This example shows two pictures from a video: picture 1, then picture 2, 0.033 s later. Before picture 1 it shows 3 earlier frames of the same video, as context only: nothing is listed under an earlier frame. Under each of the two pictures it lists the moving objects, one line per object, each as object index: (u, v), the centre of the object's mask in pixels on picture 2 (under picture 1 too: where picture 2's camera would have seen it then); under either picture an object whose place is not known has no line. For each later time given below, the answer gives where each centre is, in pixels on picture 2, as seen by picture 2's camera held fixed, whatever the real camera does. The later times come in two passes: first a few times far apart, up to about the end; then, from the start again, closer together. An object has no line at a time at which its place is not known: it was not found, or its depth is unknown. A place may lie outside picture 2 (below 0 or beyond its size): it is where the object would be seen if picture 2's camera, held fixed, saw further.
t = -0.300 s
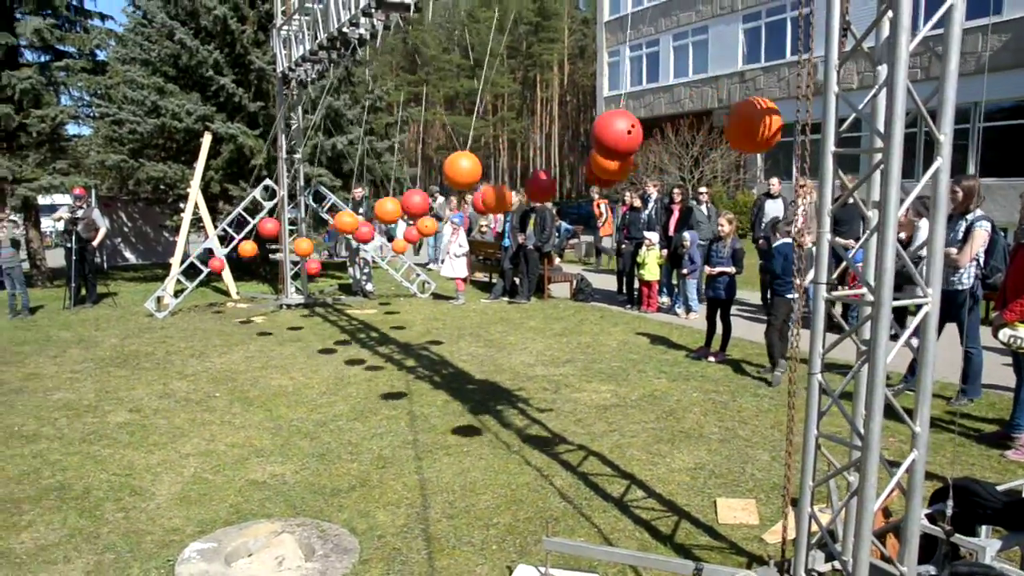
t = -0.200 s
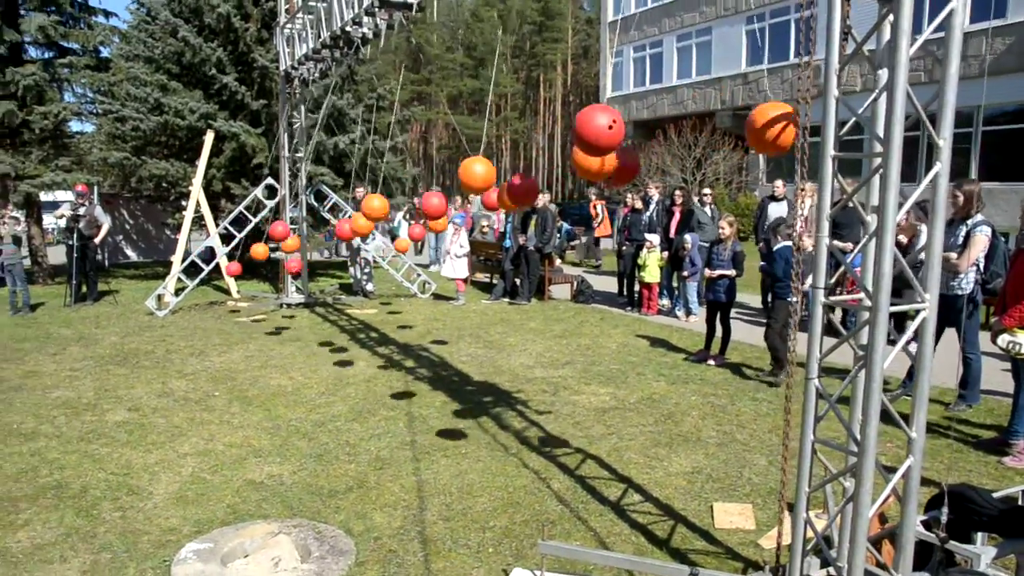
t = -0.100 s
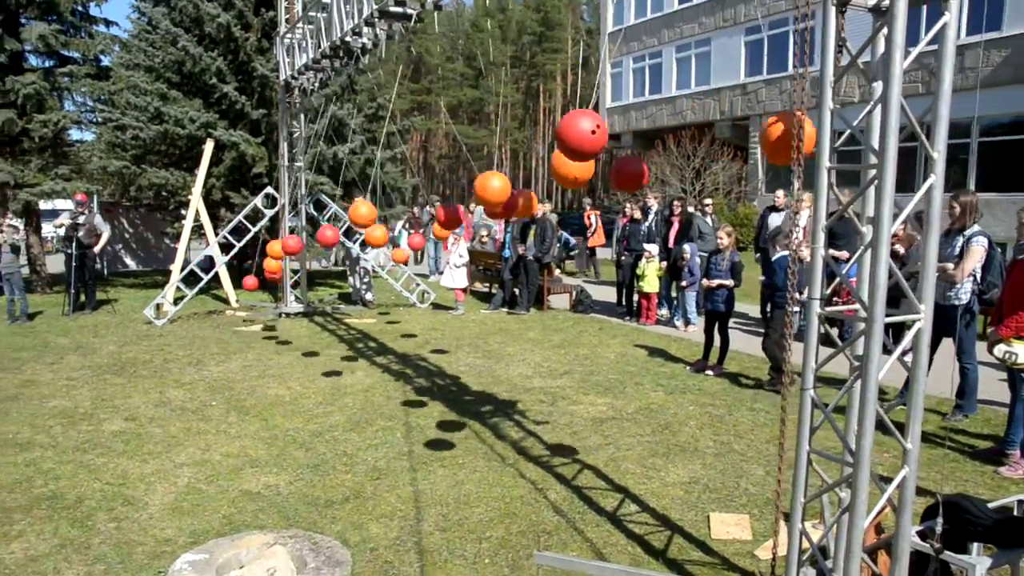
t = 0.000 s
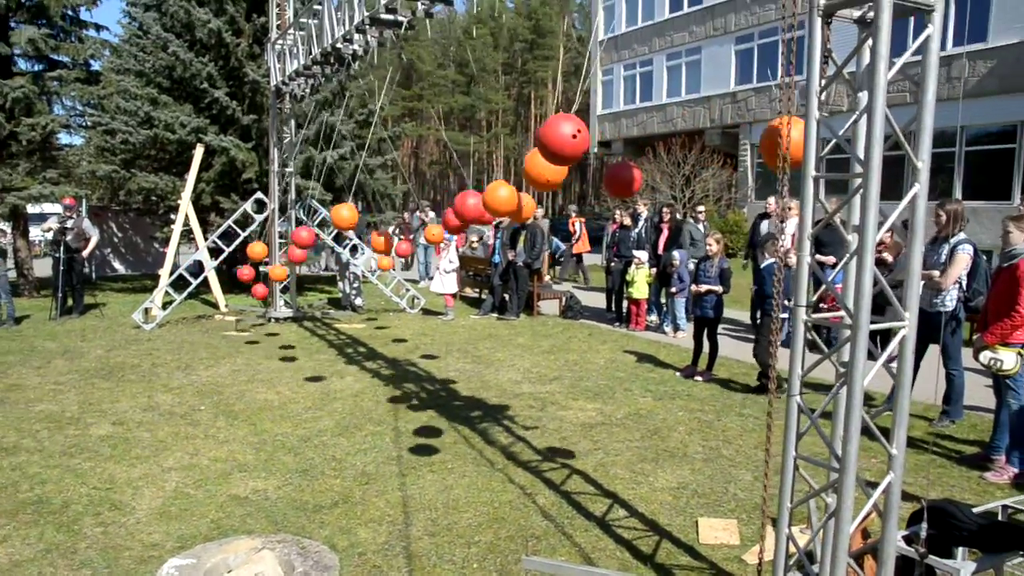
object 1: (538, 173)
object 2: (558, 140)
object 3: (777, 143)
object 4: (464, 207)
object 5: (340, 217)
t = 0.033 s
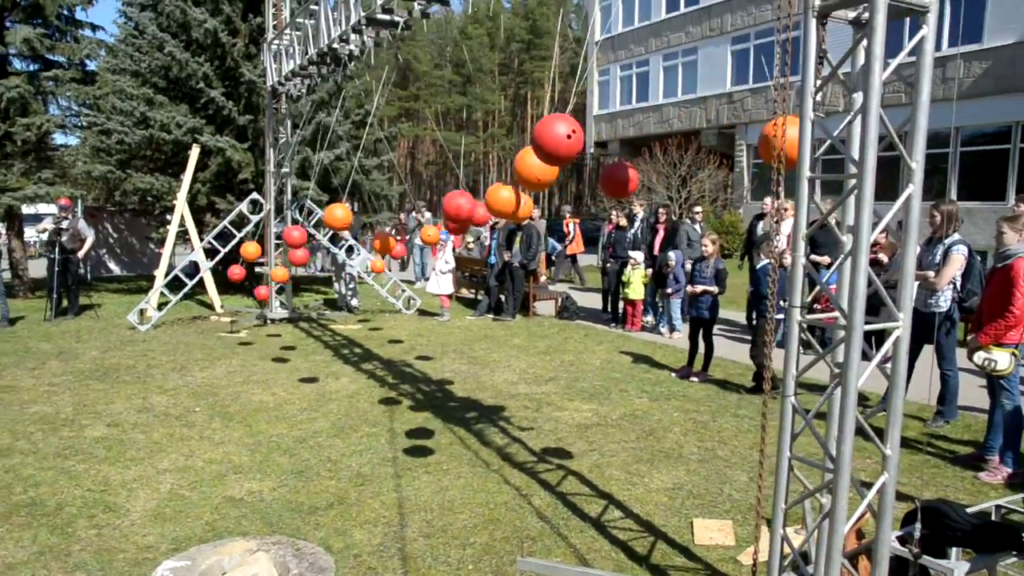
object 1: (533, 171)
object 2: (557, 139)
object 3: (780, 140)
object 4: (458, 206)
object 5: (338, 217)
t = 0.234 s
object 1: (516, 161)
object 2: (565, 145)
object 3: (789, 139)
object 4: (421, 197)
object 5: (336, 217)
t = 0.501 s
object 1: (521, 164)
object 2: (613, 161)
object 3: (774, 142)
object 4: (397, 188)
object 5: (359, 224)
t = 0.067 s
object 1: (528, 169)
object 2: (557, 140)
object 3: (781, 140)
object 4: (452, 205)
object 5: (337, 216)
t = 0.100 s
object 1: (525, 166)
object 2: (557, 140)
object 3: (784, 141)
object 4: (445, 203)
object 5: (336, 216)
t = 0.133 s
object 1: (521, 165)
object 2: (558, 140)
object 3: (790, 138)
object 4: (438, 203)
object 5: (336, 216)
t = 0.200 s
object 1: (518, 162)
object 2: (563, 143)
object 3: (792, 137)
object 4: (426, 200)
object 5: (336, 216)
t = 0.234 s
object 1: (516, 161)
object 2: (565, 145)
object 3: (789, 139)
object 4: (421, 197)
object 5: (336, 217)
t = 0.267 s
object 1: (514, 161)
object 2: (569, 146)
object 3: (789, 139)
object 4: (416, 196)
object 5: (337, 217)
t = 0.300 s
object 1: (514, 161)
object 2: (574, 149)
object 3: (788, 139)
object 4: (412, 194)
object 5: (339, 218)
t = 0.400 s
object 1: (515, 162)
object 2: (592, 155)
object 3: (780, 140)
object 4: (402, 190)
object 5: (347, 221)
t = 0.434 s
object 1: (517, 162)
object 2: (599, 158)
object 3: (778, 141)
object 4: (399, 189)
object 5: (351, 221)
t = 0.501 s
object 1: (521, 164)
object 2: (613, 161)
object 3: (774, 142)
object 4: (397, 188)
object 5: (359, 224)
